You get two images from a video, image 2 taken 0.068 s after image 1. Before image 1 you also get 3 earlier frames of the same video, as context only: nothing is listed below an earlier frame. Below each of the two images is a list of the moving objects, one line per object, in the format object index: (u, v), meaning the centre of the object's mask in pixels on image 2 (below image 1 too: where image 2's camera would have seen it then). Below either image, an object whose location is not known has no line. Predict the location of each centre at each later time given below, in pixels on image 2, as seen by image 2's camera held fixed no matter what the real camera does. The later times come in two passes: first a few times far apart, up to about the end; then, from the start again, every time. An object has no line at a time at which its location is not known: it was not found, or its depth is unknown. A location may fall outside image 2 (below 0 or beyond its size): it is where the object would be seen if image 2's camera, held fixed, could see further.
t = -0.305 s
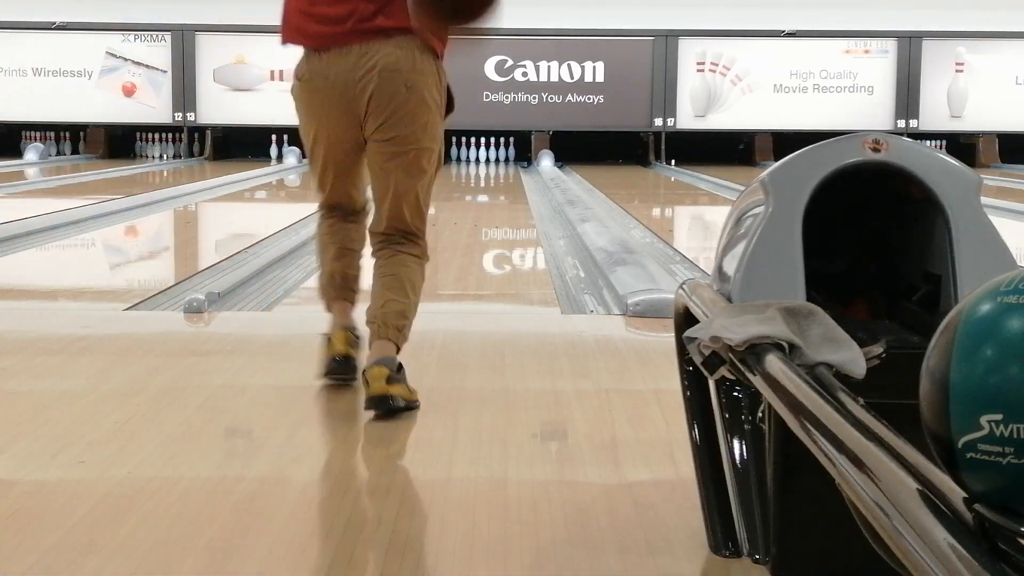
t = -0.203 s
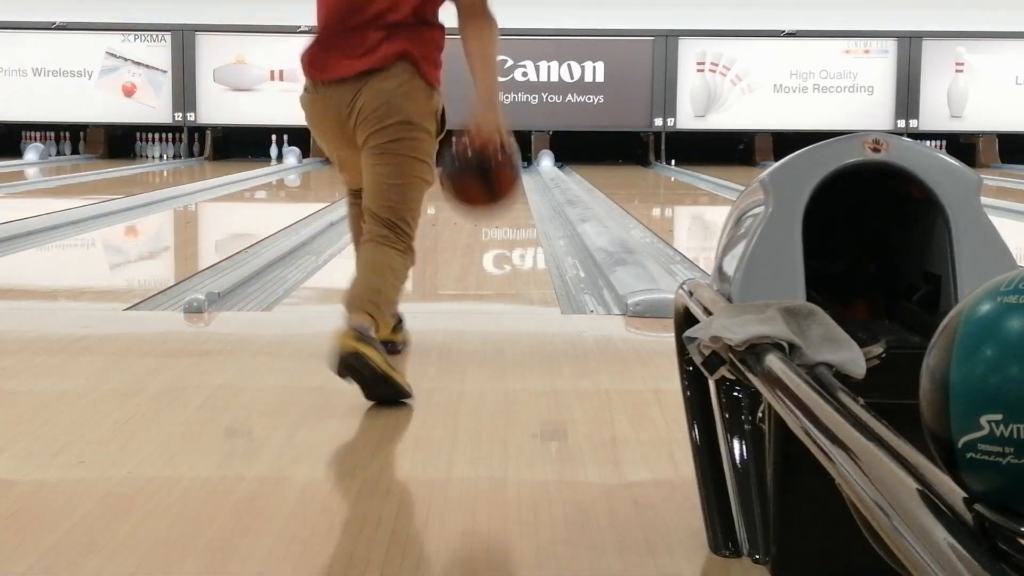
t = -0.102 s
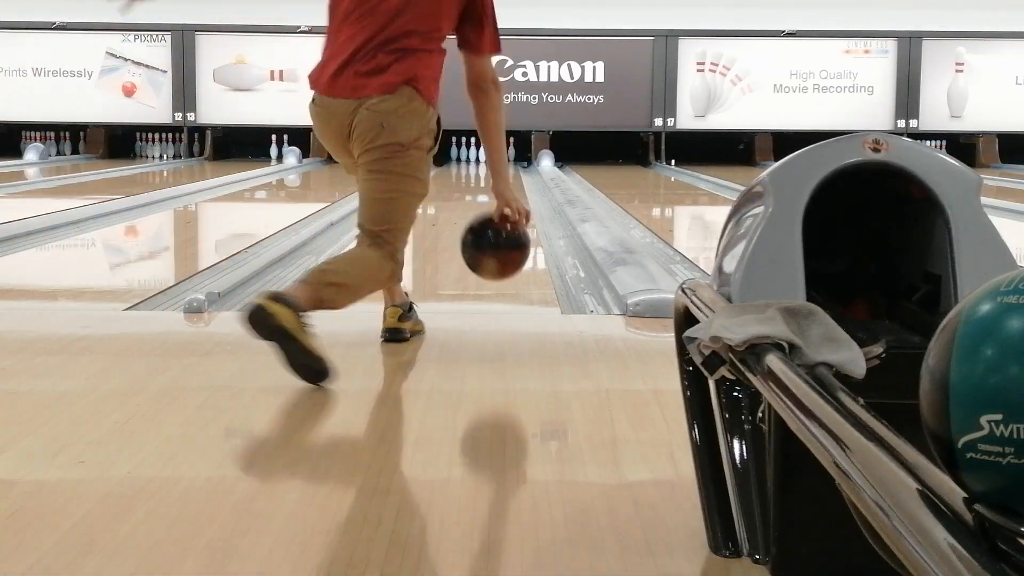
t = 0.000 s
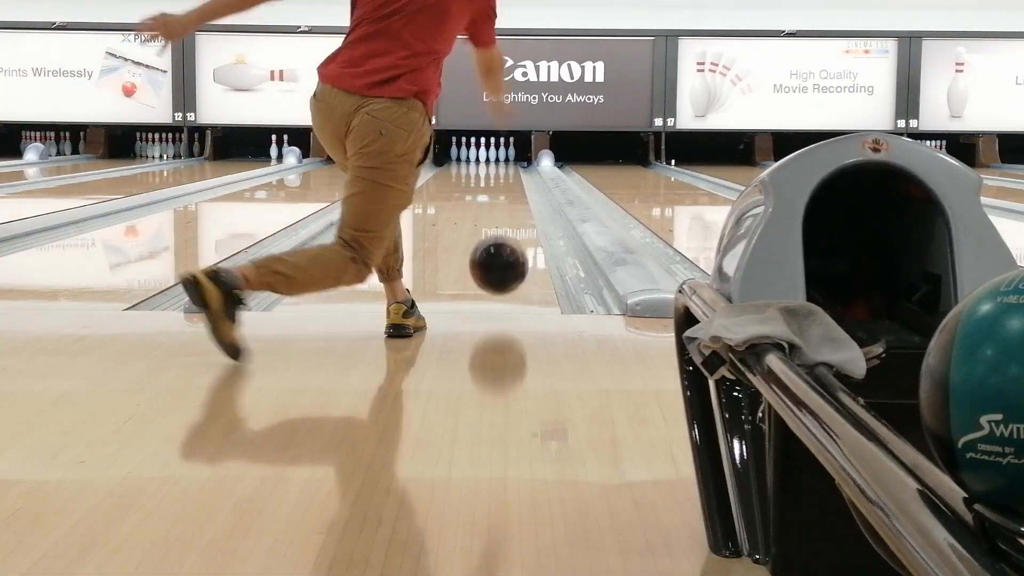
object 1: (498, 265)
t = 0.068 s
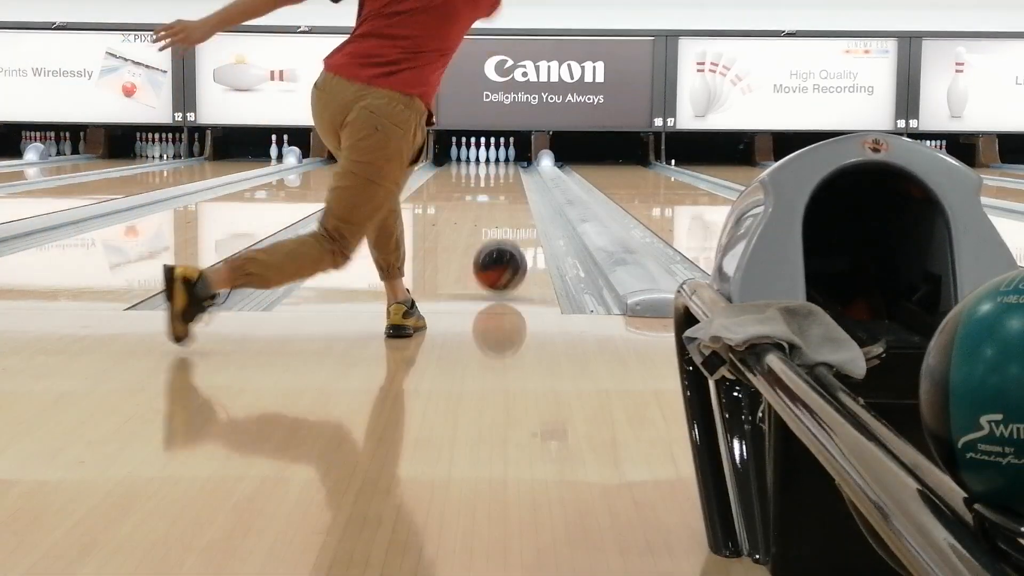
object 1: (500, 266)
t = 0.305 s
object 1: (503, 235)
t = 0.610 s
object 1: (505, 209)
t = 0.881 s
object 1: (505, 192)
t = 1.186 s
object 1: (504, 180)
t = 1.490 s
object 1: (502, 172)
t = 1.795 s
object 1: (499, 165)
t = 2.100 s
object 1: (495, 160)
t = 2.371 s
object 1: (488, 157)
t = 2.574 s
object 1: (482, 155)
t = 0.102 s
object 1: (500, 256)
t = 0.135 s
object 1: (501, 248)
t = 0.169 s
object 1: (501, 244)
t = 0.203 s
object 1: (502, 242)
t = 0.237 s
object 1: (502, 243)
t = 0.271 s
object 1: (502, 238)
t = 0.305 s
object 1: (503, 235)
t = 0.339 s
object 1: (503, 231)
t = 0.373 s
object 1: (504, 228)
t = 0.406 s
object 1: (504, 224)
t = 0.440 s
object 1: (504, 221)
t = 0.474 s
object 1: (504, 218)
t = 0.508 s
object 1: (504, 215)
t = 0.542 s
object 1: (504, 213)
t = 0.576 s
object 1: (504, 211)
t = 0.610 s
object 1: (505, 209)
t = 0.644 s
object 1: (505, 206)
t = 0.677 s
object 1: (505, 203)
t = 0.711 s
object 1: (505, 201)
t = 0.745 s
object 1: (505, 200)
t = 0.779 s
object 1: (505, 197)
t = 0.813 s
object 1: (505, 196)
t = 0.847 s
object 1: (504, 194)
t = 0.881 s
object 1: (505, 192)
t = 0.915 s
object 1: (505, 191)
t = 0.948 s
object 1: (505, 190)
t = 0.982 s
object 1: (505, 188)
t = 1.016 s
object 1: (505, 186)
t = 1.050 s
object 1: (505, 185)
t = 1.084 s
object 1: (505, 184)
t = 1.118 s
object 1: (504, 183)
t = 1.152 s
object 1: (504, 181)
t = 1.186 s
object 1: (504, 180)
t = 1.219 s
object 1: (504, 179)
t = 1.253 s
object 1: (504, 178)
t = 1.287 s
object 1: (503, 177)
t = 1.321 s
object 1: (503, 176)
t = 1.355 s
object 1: (503, 175)
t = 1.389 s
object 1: (503, 174)
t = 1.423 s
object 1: (503, 173)
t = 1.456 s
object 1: (503, 172)
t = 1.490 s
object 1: (502, 172)
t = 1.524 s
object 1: (502, 171)
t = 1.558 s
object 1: (502, 170)
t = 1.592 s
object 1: (502, 170)
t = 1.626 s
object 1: (501, 169)
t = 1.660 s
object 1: (501, 168)
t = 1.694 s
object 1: (501, 167)
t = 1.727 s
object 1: (500, 167)
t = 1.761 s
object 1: (500, 166)
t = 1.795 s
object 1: (499, 165)
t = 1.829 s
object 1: (500, 164)
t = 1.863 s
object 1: (499, 164)
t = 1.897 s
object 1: (499, 164)
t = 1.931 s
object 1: (499, 163)
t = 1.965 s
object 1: (498, 162)
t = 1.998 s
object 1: (497, 162)
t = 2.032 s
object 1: (497, 161)
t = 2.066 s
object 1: (496, 161)
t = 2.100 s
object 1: (495, 160)
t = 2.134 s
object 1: (494, 160)
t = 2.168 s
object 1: (494, 159)
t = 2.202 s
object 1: (493, 159)
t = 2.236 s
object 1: (492, 159)
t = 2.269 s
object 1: (491, 159)
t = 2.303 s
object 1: (490, 158)
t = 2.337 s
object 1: (489, 158)
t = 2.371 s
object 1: (488, 157)
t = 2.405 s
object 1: (487, 157)
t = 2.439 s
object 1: (485, 156)
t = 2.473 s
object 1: (484, 156)
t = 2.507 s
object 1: (483, 156)
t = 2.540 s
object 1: (483, 156)
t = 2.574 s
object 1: (482, 155)
